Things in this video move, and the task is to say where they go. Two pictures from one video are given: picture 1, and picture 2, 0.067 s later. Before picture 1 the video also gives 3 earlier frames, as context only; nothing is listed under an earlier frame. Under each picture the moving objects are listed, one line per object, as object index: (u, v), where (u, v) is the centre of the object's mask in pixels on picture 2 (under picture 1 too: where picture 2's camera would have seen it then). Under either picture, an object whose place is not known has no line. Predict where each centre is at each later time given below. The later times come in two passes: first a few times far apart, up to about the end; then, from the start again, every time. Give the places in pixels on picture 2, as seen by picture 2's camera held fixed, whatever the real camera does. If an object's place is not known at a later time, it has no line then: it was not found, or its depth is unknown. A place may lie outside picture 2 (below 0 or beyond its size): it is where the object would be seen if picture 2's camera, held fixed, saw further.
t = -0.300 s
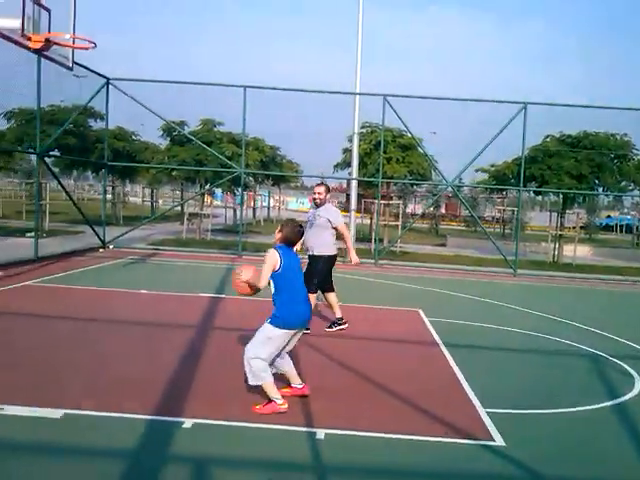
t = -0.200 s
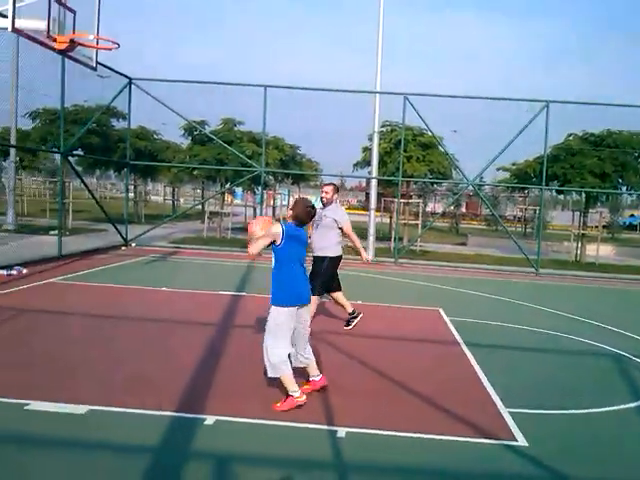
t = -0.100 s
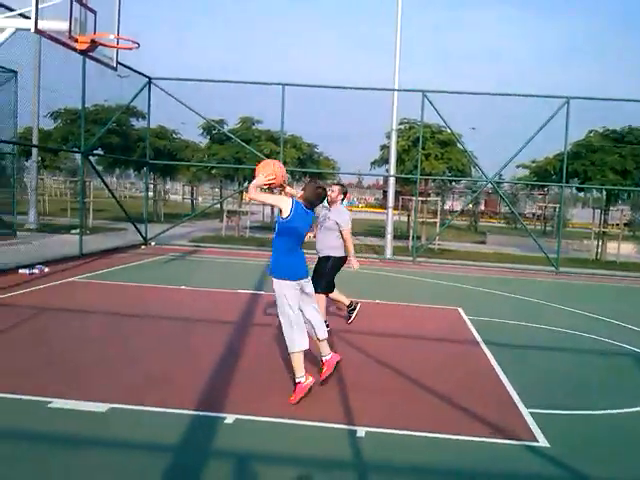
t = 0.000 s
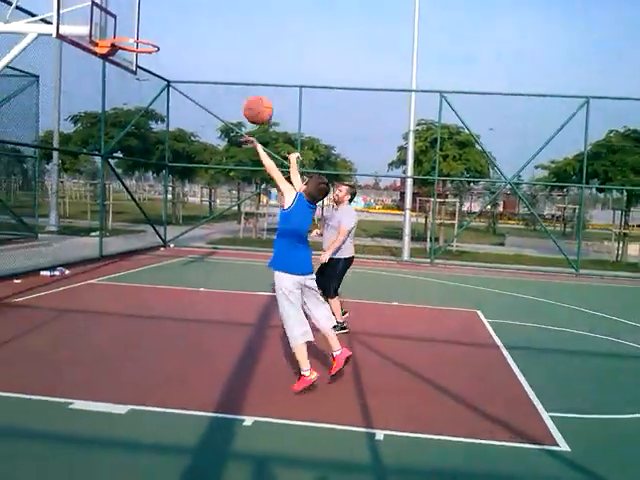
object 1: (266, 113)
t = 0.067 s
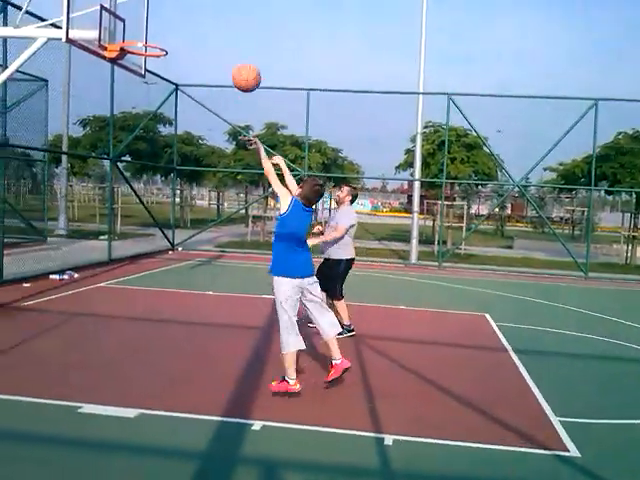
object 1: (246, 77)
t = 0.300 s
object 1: (187, 8)
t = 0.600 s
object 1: (125, 17)
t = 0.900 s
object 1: (162, 37)
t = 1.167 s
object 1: (169, 50)
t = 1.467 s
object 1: (175, 159)
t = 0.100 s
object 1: (237, 62)
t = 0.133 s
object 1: (227, 50)
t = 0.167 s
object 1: (218, 38)
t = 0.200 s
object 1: (210, 28)
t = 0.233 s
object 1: (201, 20)
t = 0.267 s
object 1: (193, 12)
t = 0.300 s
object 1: (187, 8)
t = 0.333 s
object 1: (178, 4)
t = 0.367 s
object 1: (169, 3)
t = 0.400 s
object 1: (162, 2)
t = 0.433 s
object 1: (157, 1)
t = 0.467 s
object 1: (150, 2)
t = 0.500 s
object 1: (141, 5)
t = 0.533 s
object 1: (137, 7)
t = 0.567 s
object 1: (131, 12)
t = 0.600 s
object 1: (125, 17)
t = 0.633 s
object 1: (121, 22)
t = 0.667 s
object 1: (129, 28)
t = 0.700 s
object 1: (138, 34)
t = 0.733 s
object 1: (146, 43)
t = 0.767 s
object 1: (153, 47)
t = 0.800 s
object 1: (156, 43)
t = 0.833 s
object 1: (159, 42)
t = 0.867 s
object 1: (160, 40)
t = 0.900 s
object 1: (162, 37)
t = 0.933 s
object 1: (163, 34)
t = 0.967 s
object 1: (164, 34)
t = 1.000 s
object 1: (165, 34)
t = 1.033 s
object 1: (166, 34)
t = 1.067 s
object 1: (166, 36)
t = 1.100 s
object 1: (167, 40)
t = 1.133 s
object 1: (167, 44)
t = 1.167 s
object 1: (169, 50)
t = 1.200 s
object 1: (170, 56)
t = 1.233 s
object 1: (170, 65)
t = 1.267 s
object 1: (172, 75)
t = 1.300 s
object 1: (173, 86)
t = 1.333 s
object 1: (174, 98)
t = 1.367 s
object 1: (174, 112)
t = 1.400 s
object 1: (174, 125)
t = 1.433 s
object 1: (175, 141)
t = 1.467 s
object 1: (175, 159)
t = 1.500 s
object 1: (176, 178)
